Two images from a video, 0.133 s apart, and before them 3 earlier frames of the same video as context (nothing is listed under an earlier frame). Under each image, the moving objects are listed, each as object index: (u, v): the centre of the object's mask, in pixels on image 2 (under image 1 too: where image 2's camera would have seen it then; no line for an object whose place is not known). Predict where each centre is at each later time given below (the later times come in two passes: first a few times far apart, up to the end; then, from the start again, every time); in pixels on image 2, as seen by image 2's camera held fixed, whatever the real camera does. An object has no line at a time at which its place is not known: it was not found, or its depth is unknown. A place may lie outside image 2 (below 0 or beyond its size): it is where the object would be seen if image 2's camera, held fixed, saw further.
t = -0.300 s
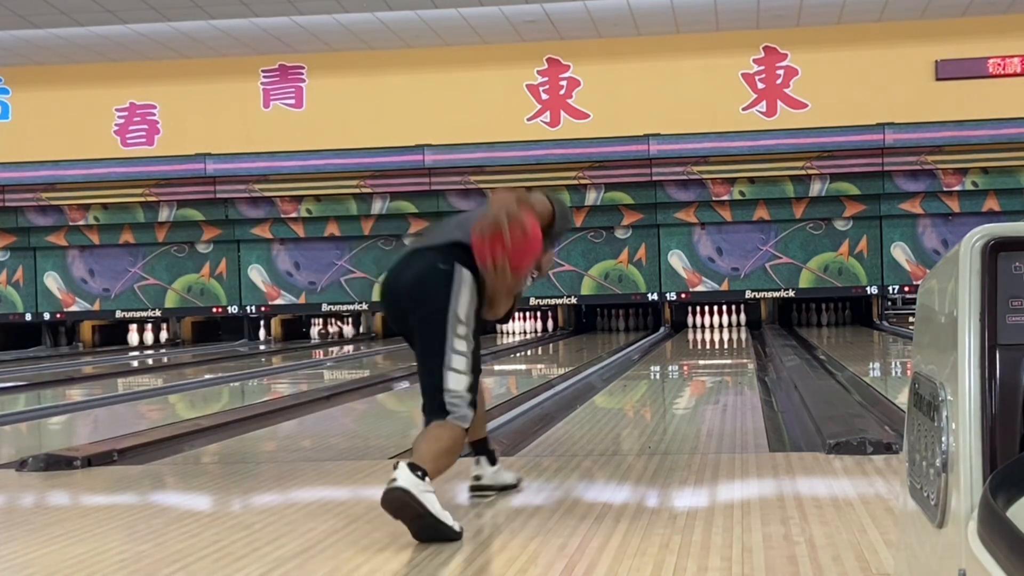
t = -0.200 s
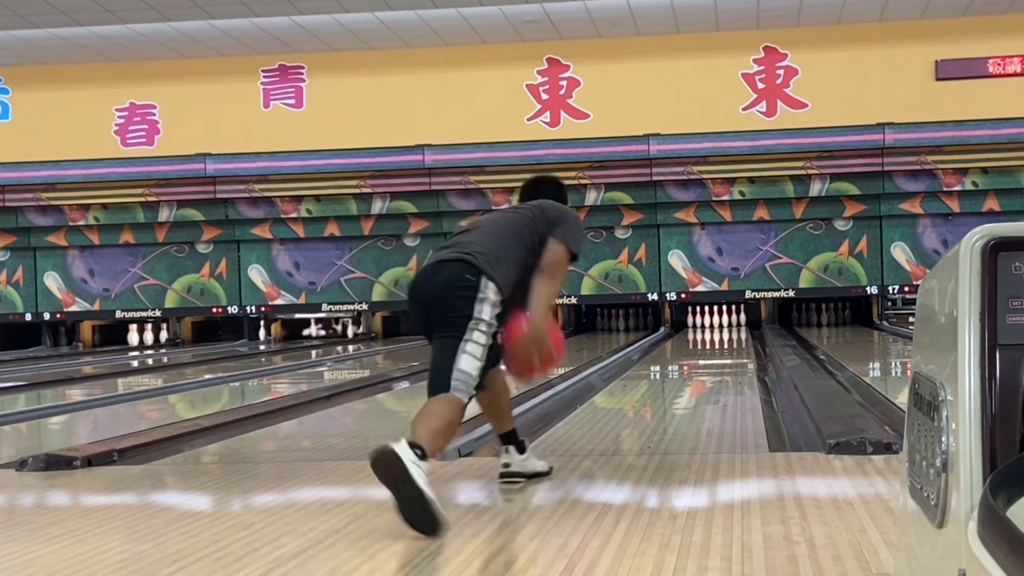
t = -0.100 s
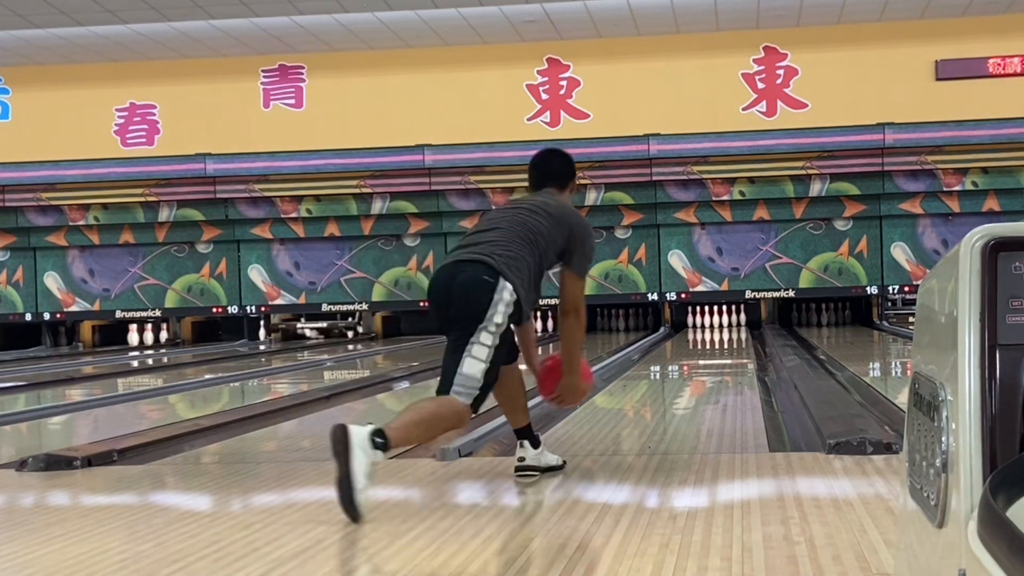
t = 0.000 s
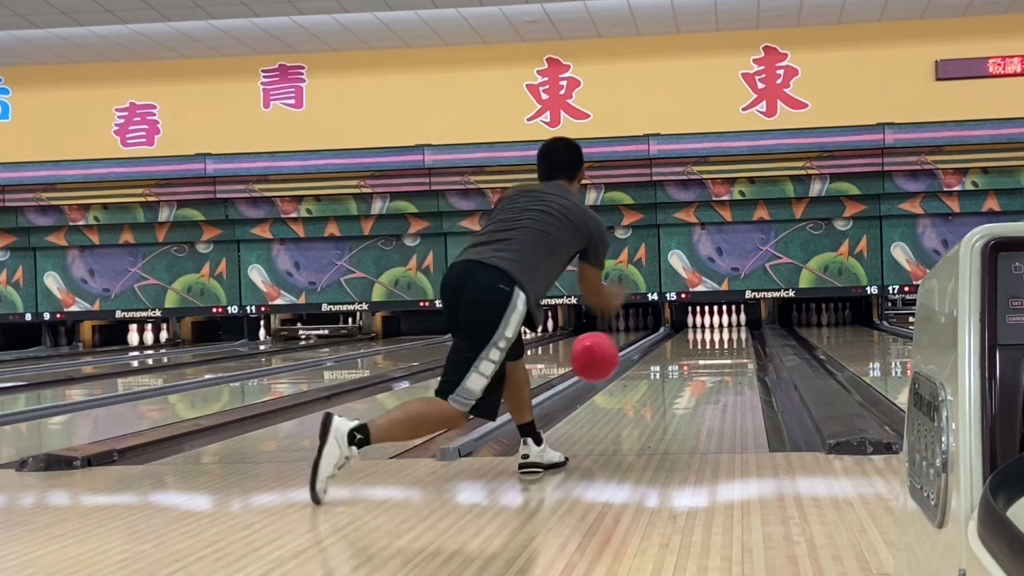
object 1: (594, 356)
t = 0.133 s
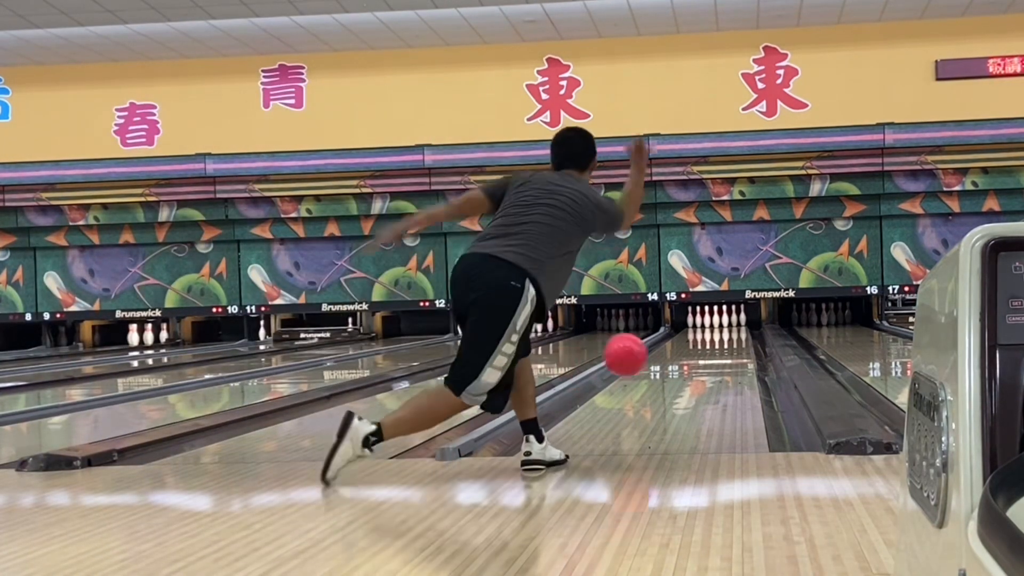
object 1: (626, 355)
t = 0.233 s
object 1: (645, 374)
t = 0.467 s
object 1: (676, 374)
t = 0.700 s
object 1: (696, 362)
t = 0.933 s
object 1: (709, 352)
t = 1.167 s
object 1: (719, 344)
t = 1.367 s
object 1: (724, 339)
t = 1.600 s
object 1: (729, 334)
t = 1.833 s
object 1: (730, 330)
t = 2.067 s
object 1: (729, 327)
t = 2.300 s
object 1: (726, 325)
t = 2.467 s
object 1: (721, 323)
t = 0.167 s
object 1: (632, 359)
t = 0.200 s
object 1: (639, 367)
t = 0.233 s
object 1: (645, 374)
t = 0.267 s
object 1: (650, 384)
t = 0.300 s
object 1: (655, 386)
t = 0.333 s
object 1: (660, 380)
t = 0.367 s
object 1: (664, 377)
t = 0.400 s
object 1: (668, 377)
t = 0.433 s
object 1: (672, 376)
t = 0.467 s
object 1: (676, 374)
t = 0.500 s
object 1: (679, 372)
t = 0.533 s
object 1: (682, 370)
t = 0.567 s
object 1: (685, 368)
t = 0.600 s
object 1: (688, 366)
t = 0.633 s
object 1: (690, 365)
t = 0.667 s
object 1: (693, 363)
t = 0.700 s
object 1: (696, 362)
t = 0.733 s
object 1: (698, 360)
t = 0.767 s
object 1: (700, 358)
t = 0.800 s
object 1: (702, 357)
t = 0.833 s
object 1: (704, 355)
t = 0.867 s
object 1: (705, 354)
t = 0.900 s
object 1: (707, 353)
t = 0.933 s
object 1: (709, 352)
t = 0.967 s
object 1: (710, 350)
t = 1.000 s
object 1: (712, 349)
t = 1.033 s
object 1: (713, 348)
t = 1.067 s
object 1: (715, 347)
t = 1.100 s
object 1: (716, 346)
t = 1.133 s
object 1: (717, 345)
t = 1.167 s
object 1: (719, 344)
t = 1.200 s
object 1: (720, 343)
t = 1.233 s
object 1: (721, 343)
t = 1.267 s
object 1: (721, 342)
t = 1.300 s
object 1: (722, 341)
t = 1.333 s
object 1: (723, 340)
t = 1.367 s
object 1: (724, 339)
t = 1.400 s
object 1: (725, 338)
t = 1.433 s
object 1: (726, 338)
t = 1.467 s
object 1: (726, 337)
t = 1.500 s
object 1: (727, 336)
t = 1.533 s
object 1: (727, 336)
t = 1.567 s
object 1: (728, 335)
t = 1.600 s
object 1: (729, 334)
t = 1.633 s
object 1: (729, 334)
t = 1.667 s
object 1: (729, 333)
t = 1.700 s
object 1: (729, 332)
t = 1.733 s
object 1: (729, 332)
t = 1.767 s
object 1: (730, 331)
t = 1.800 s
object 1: (730, 331)
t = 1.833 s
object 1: (730, 330)
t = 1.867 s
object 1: (730, 330)
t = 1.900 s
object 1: (730, 329)
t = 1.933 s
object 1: (730, 329)
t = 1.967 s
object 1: (730, 328)
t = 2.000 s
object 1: (730, 328)
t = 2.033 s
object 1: (729, 328)
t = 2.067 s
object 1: (729, 327)
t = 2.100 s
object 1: (729, 327)
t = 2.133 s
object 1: (728, 326)
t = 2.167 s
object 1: (728, 326)
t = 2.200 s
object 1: (727, 326)
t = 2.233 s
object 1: (727, 325)
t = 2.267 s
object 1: (726, 325)
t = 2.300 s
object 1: (726, 325)
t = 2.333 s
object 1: (725, 325)
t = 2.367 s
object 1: (725, 325)
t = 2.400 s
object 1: (723, 324)
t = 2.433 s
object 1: (722, 323)
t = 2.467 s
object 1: (721, 323)
